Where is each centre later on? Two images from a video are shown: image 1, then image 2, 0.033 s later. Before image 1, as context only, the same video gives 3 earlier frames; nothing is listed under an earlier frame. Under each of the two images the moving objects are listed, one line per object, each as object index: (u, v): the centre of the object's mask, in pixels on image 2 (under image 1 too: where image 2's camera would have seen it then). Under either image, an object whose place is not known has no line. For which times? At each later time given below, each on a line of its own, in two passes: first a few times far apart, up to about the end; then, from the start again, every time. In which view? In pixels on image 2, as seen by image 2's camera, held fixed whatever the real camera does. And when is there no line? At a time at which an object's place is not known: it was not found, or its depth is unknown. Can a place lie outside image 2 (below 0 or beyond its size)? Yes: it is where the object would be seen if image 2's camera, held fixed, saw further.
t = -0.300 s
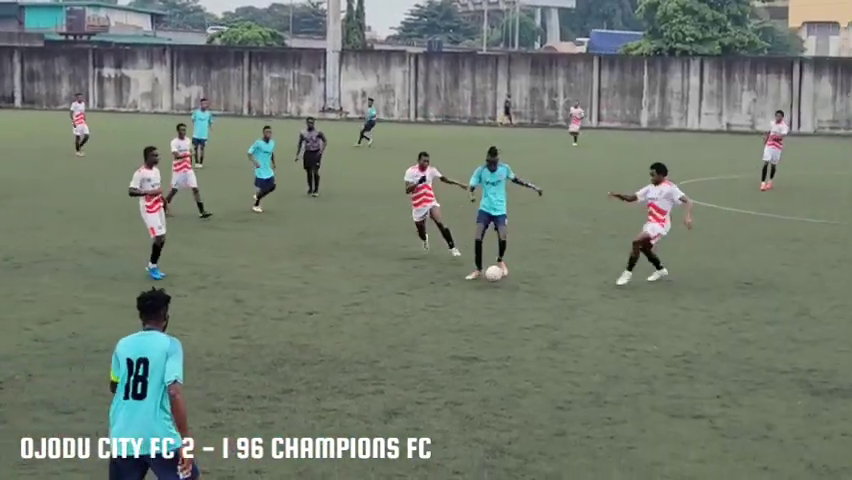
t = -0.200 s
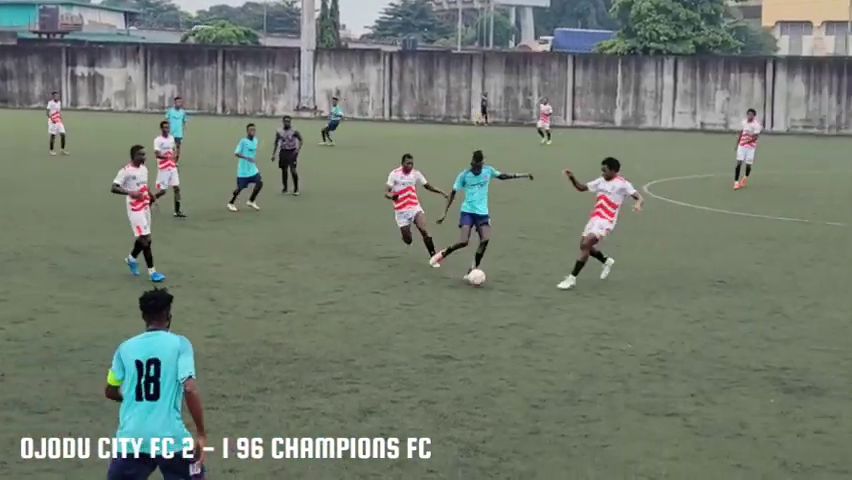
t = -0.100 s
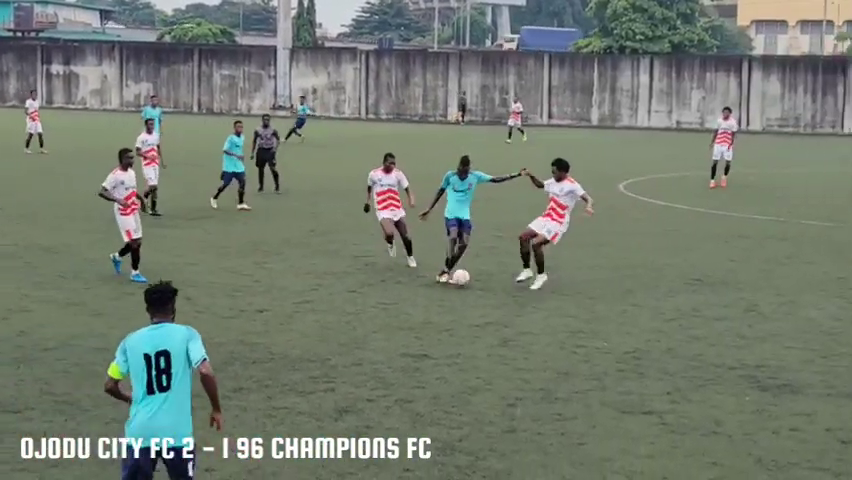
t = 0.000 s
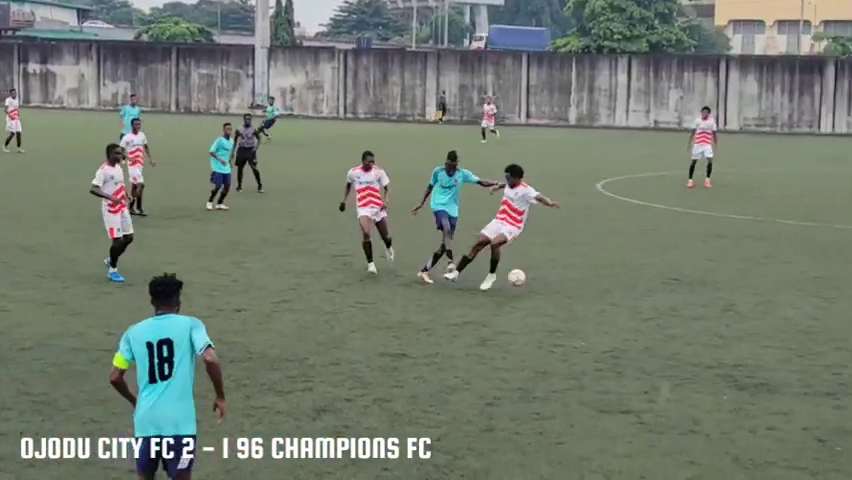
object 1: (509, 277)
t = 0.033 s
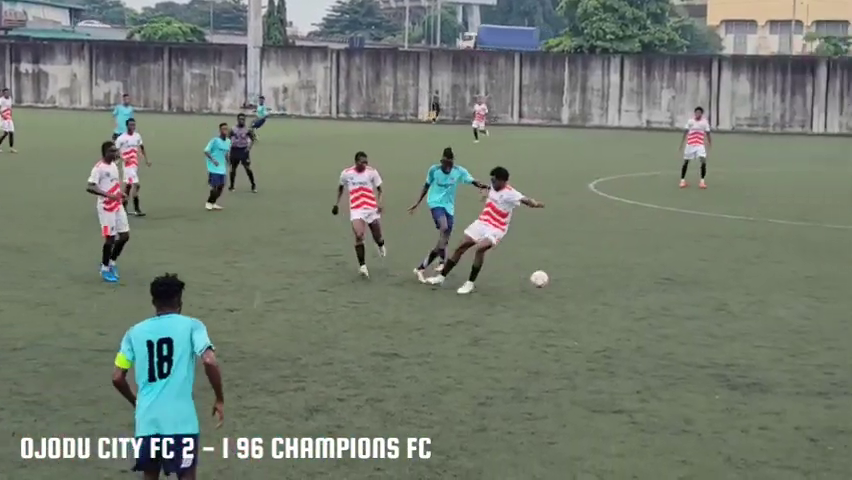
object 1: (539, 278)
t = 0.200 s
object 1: (699, 307)
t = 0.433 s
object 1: (927, 325)
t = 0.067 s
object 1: (570, 282)
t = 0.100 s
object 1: (602, 286)
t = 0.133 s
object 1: (634, 292)
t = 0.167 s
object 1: (666, 299)
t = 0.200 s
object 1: (699, 307)
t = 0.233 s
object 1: (732, 312)
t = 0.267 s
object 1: (764, 311)
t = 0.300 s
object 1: (794, 312)
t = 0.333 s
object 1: (827, 313)
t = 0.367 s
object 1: (860, 316)
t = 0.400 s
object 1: (893, 320)
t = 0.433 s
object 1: (927, 325)
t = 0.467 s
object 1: (962, 331)
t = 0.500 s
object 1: (997, 340)
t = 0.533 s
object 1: (1030, 342)
